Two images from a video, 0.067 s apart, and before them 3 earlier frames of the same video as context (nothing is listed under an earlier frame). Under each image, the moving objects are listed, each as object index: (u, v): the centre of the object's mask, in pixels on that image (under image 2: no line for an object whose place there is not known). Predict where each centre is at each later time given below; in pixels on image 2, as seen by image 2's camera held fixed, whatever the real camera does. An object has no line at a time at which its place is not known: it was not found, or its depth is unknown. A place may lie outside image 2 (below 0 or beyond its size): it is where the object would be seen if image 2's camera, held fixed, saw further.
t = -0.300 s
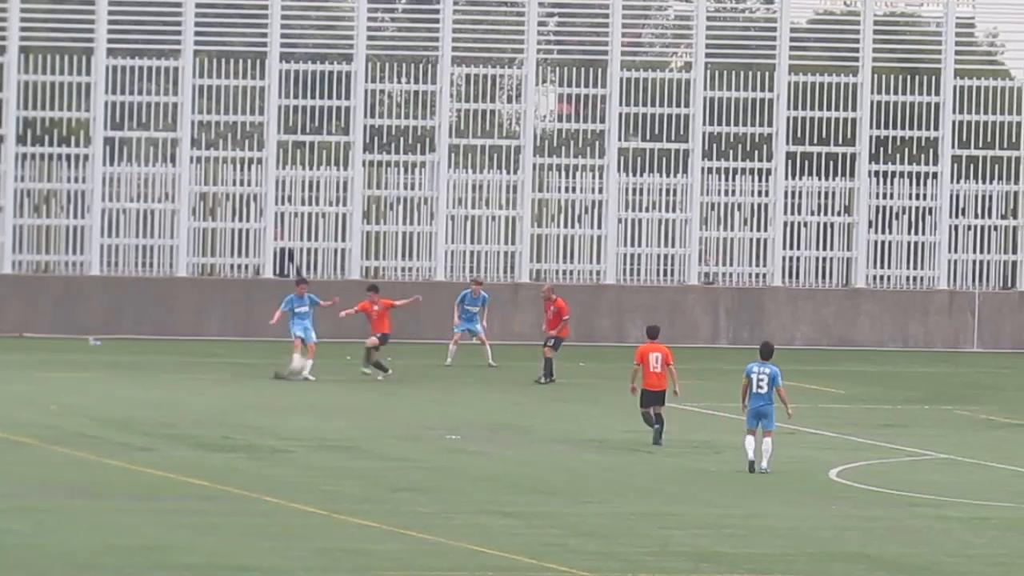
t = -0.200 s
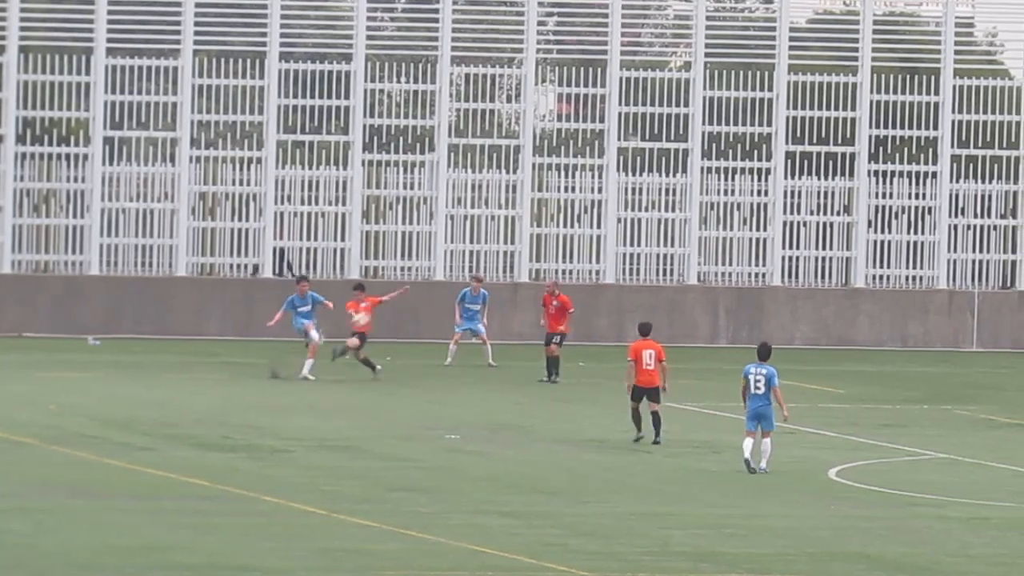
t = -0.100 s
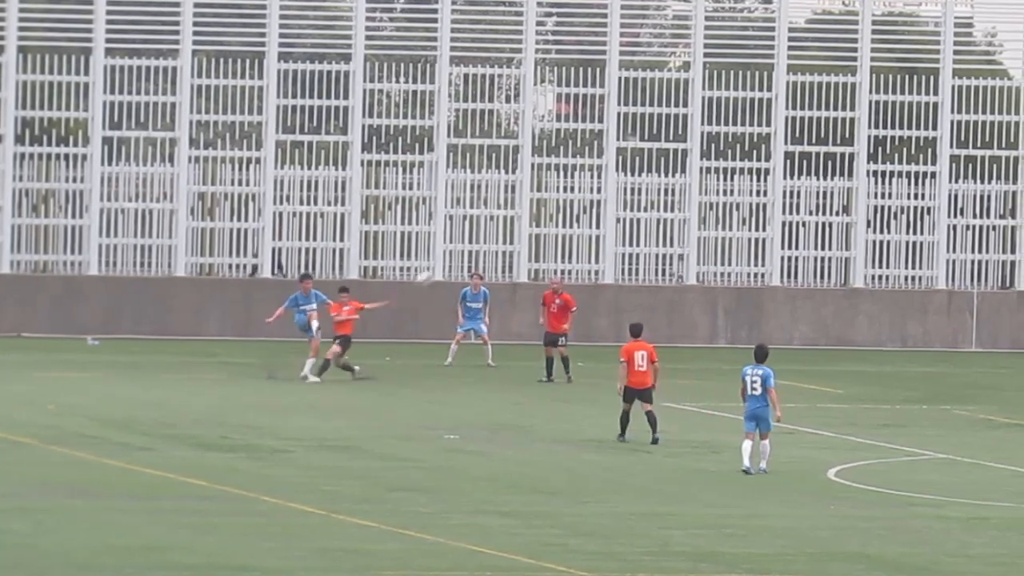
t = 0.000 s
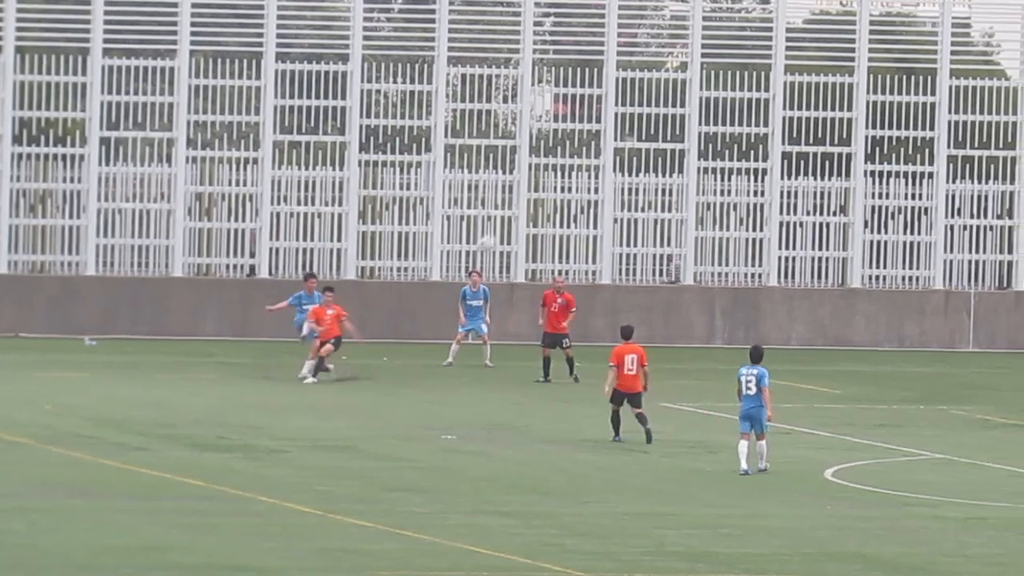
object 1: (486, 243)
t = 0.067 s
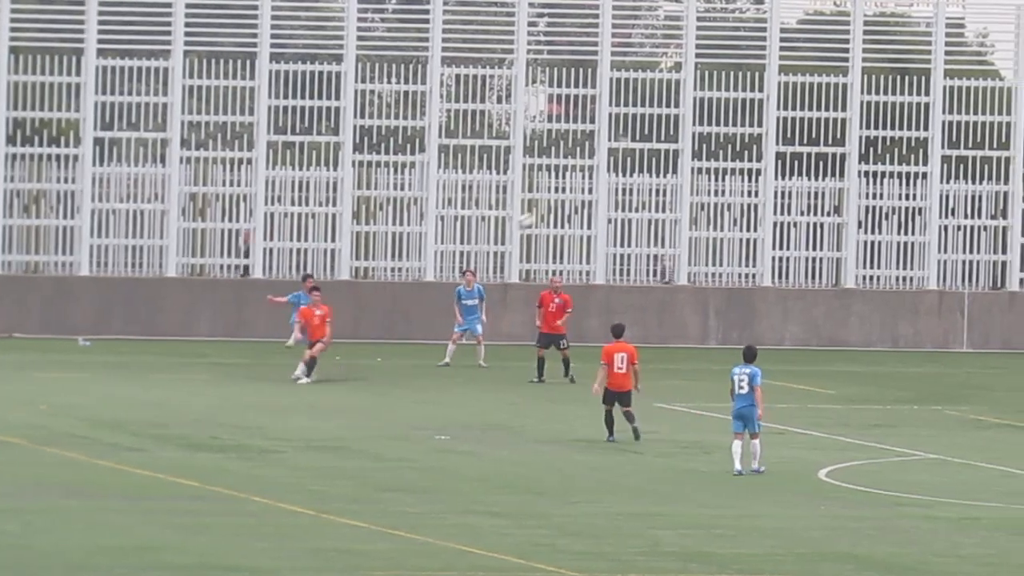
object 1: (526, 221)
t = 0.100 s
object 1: (547, 210)
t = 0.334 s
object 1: (708, 155)
